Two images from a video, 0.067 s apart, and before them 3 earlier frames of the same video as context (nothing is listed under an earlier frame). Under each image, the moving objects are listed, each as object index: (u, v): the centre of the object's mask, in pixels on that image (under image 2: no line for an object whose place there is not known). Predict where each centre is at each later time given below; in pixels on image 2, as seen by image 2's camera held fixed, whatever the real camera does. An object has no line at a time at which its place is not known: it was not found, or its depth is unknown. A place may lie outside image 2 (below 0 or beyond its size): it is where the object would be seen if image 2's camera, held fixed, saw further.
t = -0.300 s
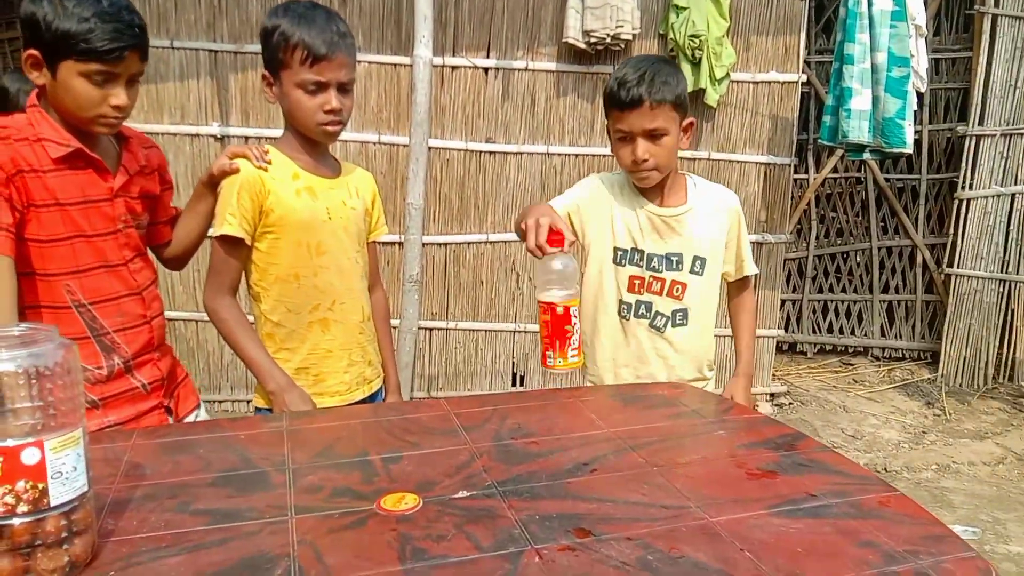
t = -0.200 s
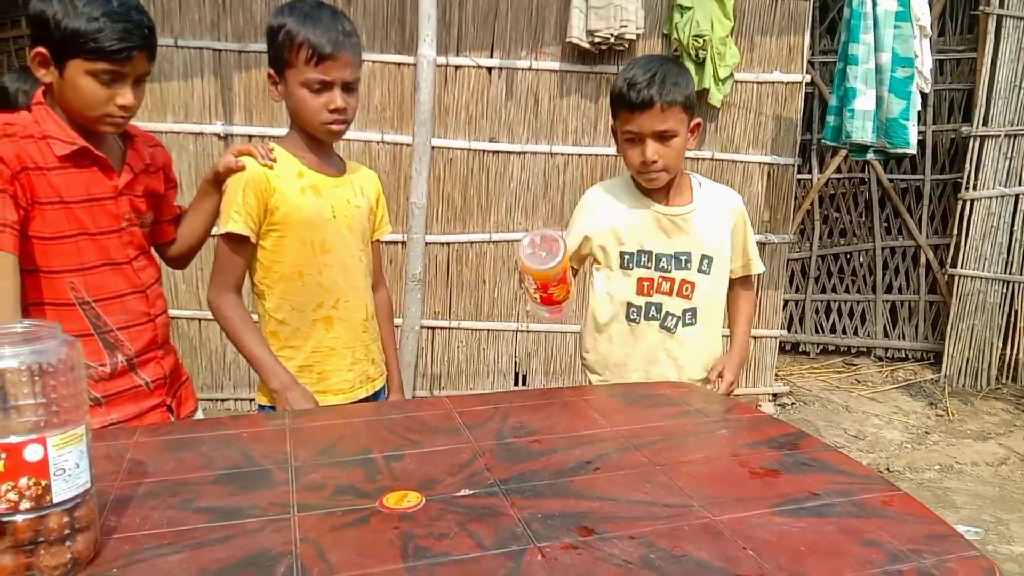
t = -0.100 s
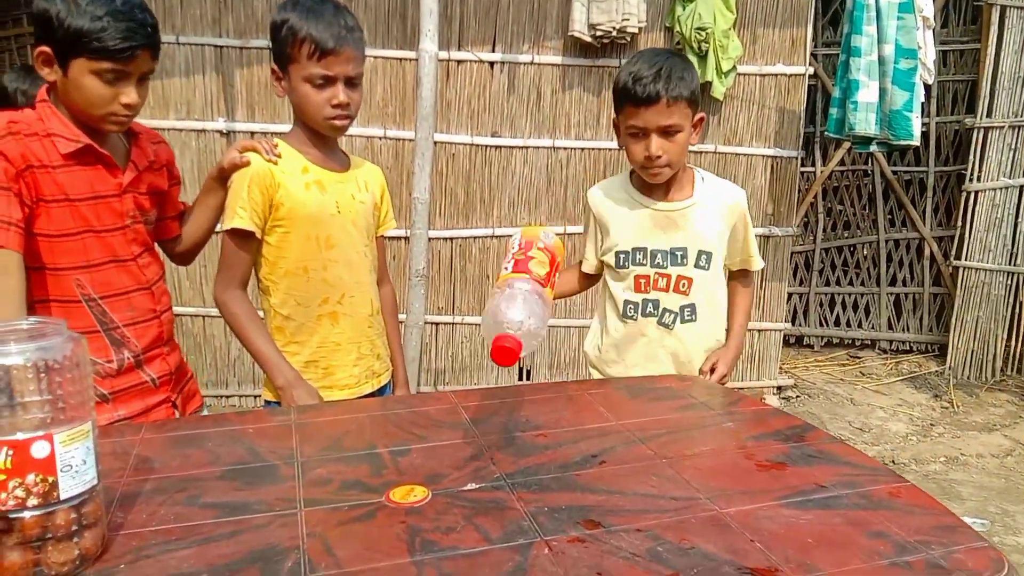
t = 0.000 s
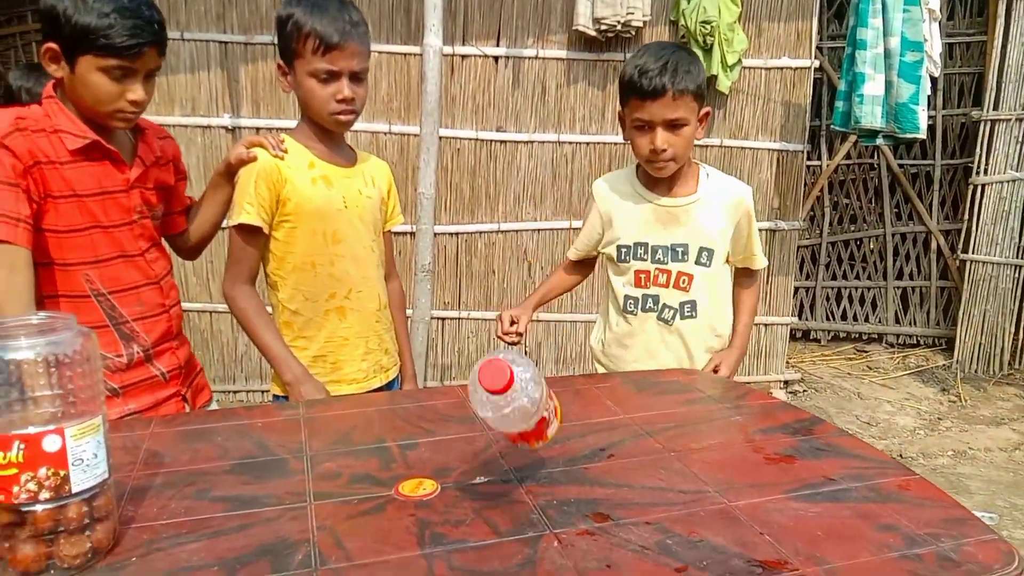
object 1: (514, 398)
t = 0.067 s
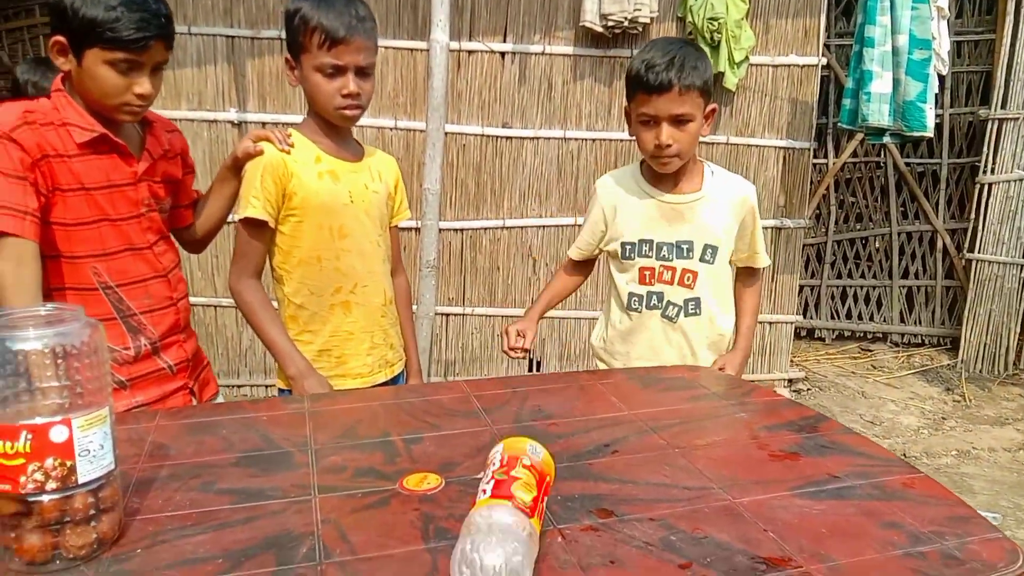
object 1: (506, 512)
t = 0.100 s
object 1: (504, 514)
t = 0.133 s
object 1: (503, 524)
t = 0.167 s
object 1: (499, 534)
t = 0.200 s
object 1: (497, 536)
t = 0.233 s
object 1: (496, 537)
